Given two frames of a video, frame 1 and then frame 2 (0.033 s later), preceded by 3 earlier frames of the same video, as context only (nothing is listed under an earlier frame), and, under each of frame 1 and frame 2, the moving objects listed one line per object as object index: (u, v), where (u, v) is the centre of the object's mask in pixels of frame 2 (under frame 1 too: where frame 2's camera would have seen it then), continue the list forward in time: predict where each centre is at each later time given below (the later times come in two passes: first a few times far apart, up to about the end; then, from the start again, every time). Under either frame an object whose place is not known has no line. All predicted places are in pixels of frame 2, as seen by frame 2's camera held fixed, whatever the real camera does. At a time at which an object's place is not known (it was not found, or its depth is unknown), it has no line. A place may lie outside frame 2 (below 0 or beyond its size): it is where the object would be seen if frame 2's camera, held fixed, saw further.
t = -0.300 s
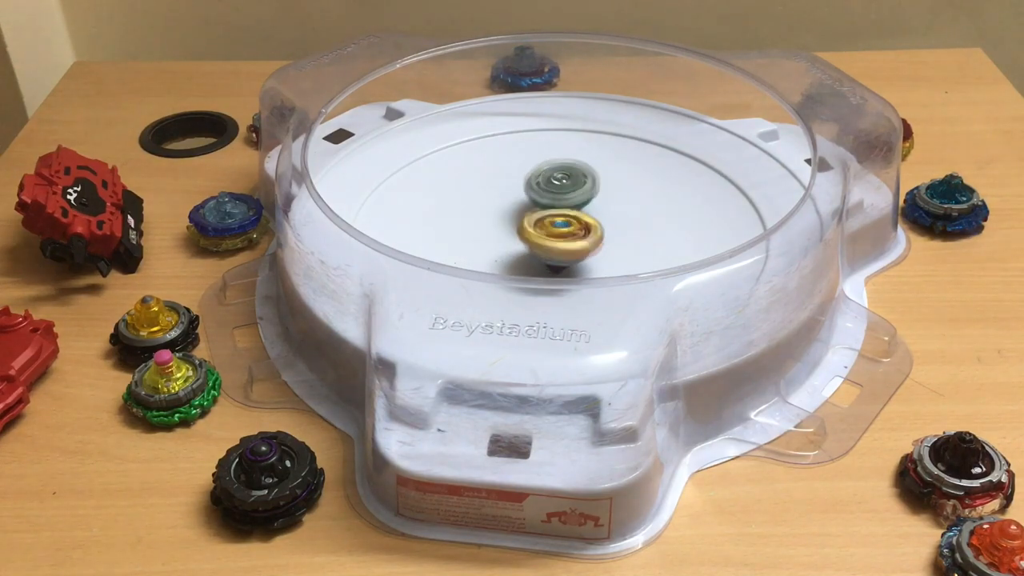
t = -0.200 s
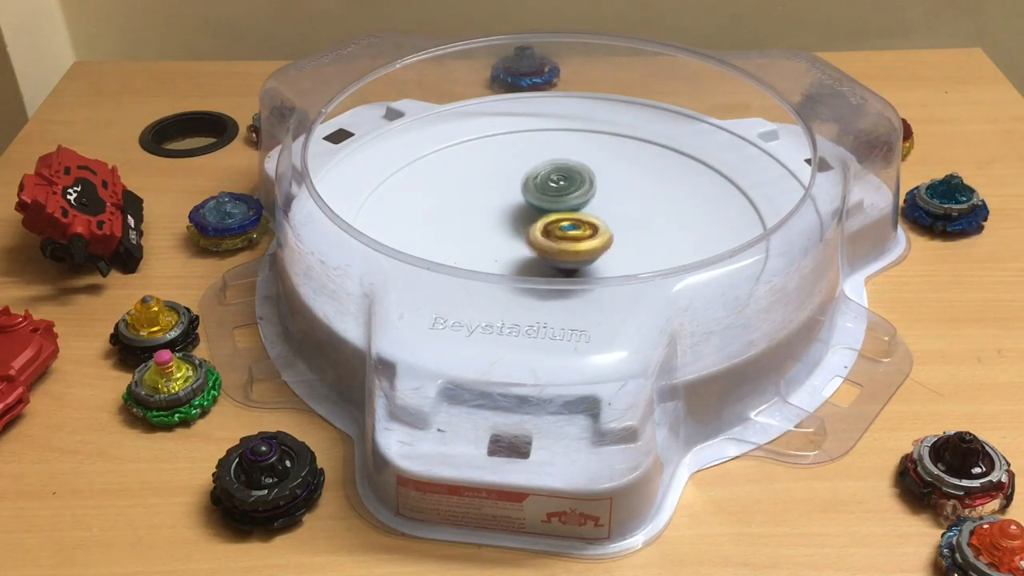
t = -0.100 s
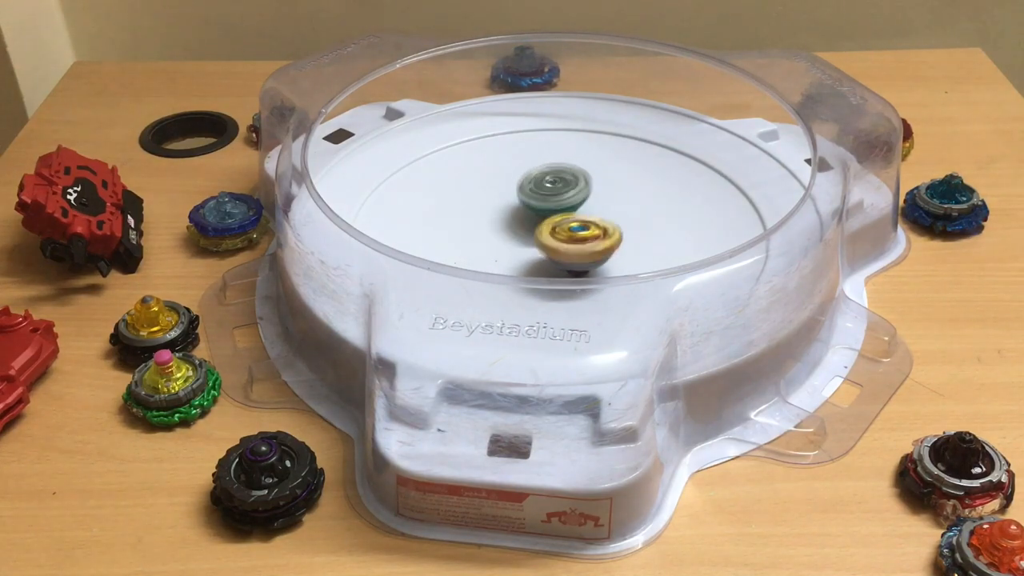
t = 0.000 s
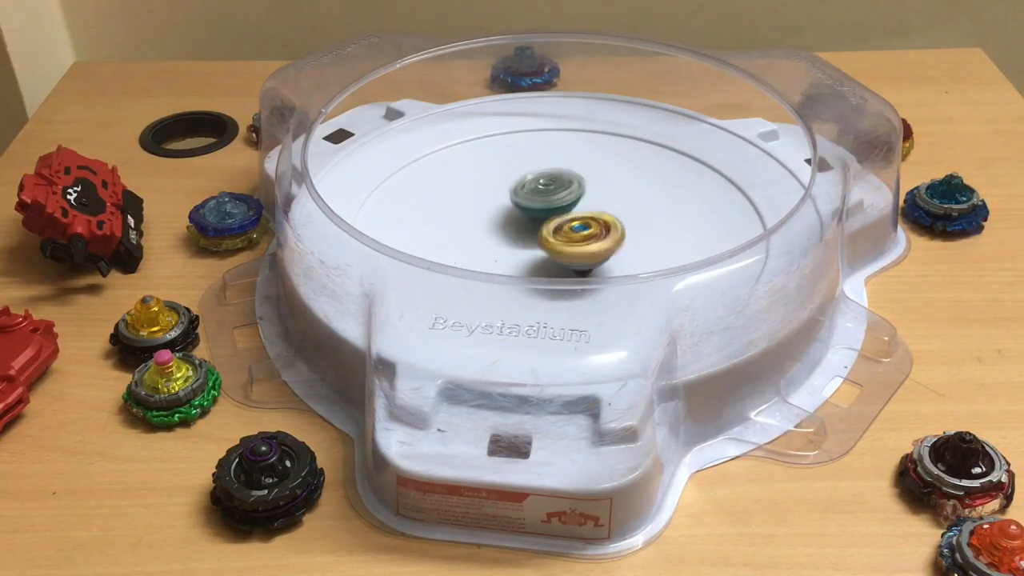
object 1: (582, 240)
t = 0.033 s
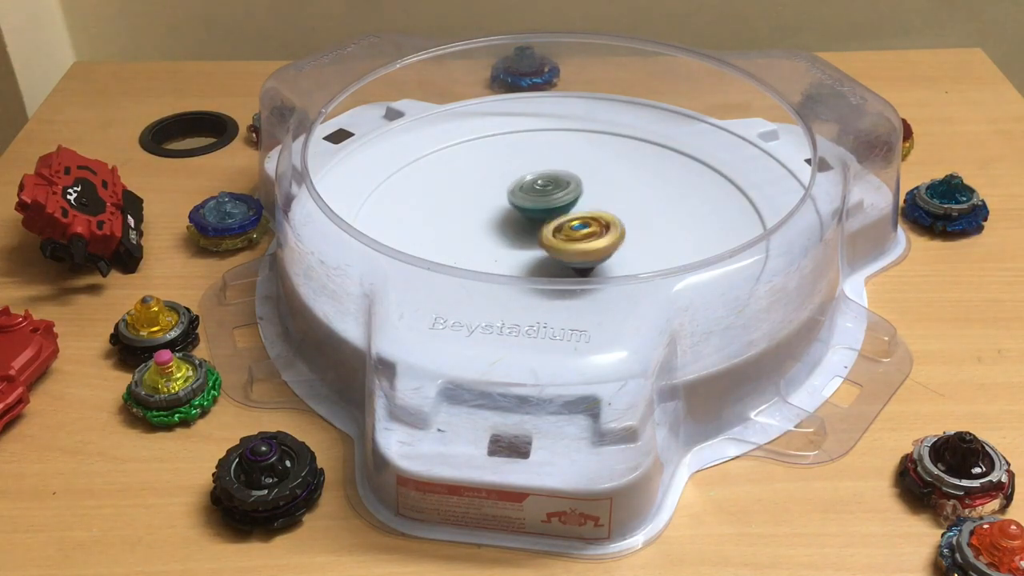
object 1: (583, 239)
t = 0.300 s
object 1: (578, 230)
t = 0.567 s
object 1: (571, 230)
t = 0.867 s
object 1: (569, 242)
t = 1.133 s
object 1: (566, 241)
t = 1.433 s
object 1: (577, 240)
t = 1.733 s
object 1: (575, 227)
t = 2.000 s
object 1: (585, 217)
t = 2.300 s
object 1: (580, 214)
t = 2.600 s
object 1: (587, 218)
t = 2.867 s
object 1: (584, 232)
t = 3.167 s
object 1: (586, 229)
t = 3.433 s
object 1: (580, 217)
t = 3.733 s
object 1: (556, 208)
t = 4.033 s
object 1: (550, 212)
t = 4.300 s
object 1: (568, 211)
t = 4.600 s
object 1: (570, 211)
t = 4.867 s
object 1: (549, 229)
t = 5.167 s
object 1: (530, 215)
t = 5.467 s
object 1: (522, 195)
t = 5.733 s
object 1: (513, 202)
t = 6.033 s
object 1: (516, 205)
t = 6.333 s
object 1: (515, 205)
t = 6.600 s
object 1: (515, 205)
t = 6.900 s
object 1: (515, 205)
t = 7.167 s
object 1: (515, 205)
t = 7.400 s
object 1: (515, 205)
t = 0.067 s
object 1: (583, 236)
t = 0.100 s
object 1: (582, 235)
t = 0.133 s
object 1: (582, 233)
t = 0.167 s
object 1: (584, 232)
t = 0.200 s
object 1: (582, 232)
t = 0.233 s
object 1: (580, 231)
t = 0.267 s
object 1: (580, 230)
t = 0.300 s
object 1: (578, 230)
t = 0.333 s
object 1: (577, 230)
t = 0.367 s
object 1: (579, 229)
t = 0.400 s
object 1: (580, 228)
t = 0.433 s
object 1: (578, 228)
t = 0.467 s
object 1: (576, 229)
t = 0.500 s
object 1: (576, 229)
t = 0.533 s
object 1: (574, 230)
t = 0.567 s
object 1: (571, 230)
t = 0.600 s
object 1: (571, 231)
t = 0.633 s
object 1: (569, 231)
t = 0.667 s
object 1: (566, 232)
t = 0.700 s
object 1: (568, 235)
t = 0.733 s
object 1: (569, 237)
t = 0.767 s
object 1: (568, 239)
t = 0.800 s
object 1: (568, 240)
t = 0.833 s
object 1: (569, 240)
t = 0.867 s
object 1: (569, 242)
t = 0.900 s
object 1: (569, 242)
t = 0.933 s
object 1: (569, 242)
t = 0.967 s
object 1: (568, 242)
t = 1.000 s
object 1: (568, 242)
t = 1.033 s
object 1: (567, 242)
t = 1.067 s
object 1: (567, 242)
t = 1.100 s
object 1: (566, 242)
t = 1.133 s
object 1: (566, 241)
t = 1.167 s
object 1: (565, 241)
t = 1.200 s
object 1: (568, 241)
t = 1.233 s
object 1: (569, 241)
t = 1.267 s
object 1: (568, 240)
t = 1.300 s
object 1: (569, 241)
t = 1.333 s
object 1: (573, 241)
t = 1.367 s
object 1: (574, 241)
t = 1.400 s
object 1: (575, 240)
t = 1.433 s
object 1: (577, 240)
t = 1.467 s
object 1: (577, 239)
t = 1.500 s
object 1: (576, 238)
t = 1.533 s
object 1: (576, 236)
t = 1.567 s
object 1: (578, 235)
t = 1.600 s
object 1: (576, 232)
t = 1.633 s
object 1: (574, 232)
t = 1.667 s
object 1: (575, 230)
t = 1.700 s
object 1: (575, 228)
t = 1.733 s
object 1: (575, 227)
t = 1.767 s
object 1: (577, 226)
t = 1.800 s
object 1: (581, 225)
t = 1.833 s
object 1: (582, 224)
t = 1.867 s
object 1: (583, 222)
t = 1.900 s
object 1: (586, 220)
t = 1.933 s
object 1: (587, 219)
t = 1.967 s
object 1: (586, 218)
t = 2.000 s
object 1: (585, 217)
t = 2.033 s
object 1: (586, 215)
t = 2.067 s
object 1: (583, 215)
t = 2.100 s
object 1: (580, 214)
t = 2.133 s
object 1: (578, 214)
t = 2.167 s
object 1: (578, 214)
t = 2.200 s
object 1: (577, 214)
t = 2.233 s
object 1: (575, 214)
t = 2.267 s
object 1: (578, 214)
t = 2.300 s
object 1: (580, 214)
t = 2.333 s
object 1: (581, 213)
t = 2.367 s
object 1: (584, 213)
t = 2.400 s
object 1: (585, 213)
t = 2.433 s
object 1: (586, 213)
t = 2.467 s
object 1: (586, 213)
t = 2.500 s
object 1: (588, 215)
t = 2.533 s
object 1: (591, 215)
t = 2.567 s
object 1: (589, 217)
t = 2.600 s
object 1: (587, 218)
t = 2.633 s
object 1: (586, 220)
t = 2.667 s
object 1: (586, 221)
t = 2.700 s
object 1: (584, 222)
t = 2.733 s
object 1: (582, 224)
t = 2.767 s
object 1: (583, 226)
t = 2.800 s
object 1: (585, 229)
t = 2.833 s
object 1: (585, 231)
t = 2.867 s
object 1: (584, 232)
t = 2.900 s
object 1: (585, 232)
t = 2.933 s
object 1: (586, 232)
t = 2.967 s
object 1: (587, 231)
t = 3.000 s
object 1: (589, 230)
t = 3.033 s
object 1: (592, 231)
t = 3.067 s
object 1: (593, 231)
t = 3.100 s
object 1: (590, 231)
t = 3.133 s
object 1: (587, 230)
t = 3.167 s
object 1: (586, 229)
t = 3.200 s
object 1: (584, 228)
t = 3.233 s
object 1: (584, 227)
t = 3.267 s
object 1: (584, 226)
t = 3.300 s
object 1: (583, 224)
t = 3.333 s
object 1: (584, 224)
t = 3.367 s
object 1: (583, 221)
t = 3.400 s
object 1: (581, 219)
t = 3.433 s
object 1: (580, 217)
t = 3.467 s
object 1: (580, 214)
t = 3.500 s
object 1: (578, 213)
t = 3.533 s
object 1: (574, 213)
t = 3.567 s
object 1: (570, 212)
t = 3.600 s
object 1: (566, 210)
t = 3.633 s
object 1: (566, 208)
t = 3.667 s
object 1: (563, 207)
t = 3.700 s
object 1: (559, 206)
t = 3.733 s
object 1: (556, 208)
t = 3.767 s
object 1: (555, 207)
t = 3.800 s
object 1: (553, 207)
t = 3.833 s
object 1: (551, 207)
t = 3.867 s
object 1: (550, 208)
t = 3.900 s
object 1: (550, 209)
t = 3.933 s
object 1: (550, 210)
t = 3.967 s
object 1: (550, 210)
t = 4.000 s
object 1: (551, 212)
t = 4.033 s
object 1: (550, 212)
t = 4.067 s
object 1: (550, 212)
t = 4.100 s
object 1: (553, 213)
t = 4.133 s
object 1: (557, 213)
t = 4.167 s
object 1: (558, 214)
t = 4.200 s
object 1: (557, 213)
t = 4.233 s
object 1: (561, 211)
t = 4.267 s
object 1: (565, 210)
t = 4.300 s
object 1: (568, 211)
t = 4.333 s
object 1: (567, 212)
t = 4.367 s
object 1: (569, 211)
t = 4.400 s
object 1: (572, 211)
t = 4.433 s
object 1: (575, 213)
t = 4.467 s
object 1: (576, 212)
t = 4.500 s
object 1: (573, 212)
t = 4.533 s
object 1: (575, 212)
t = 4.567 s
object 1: (577, 212)
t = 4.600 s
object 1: (570, 211)
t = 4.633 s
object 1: (562, 209)
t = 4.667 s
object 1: (557, 211)
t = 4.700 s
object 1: (552, 218)
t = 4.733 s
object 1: (554, 219)
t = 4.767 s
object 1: (554, 219)
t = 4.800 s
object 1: (553, 223)
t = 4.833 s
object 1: (551, 225)
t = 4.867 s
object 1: (549, 229)
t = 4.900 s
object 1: (544, 230)
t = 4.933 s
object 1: (542, 232)
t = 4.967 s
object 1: (543, 230)
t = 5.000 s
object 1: (545, 225)
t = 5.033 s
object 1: (546, 220)
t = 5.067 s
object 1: (542, 223)
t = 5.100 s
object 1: (537, 223)
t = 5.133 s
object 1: (534, 219)
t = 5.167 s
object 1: (530, 215)
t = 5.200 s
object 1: (530, 209)
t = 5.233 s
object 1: (528, 203)
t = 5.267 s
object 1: (525, 200)
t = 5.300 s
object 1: (525, 199)
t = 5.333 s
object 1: (524, 196)
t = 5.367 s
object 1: (524, 194)
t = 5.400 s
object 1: (523, 195)
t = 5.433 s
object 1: (522, 195)
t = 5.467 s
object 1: (522, 195)
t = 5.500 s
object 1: (522, 194)
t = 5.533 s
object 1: (521, 194)
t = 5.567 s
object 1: (519, 194)
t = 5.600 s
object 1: (518, 195)
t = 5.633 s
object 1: (515, 198)
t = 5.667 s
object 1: (513, 199)
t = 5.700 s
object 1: (513, 200)
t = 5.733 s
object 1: (513, 202)
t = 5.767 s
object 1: (514, 204)
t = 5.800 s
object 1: (514, 205)
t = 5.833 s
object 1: (515, 205)
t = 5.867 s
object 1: (516, 205)
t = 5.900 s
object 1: (516, 205)
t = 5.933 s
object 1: (516, 205)
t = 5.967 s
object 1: (516, 205)
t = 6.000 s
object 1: (516, 205)
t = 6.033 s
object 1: (516, 205)
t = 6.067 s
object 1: (515, 205)
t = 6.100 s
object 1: (515, 206)
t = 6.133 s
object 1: (515, 205)
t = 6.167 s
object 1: (515, 205)
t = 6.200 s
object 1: (515, 205)
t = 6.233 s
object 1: (515, 205)
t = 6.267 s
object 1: (515, 205)
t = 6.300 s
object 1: (515, 205)
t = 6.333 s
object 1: (515, 205)
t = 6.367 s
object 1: (515, 205)
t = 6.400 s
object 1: (515, 205)
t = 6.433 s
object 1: (515, 205)
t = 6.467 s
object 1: (515, 205)
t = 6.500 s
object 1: (515, 205)
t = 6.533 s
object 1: (515, 205)
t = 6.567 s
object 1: (515, 205)
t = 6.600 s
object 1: (515, 205)
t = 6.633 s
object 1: (515, 205)
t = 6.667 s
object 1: (515, 205)
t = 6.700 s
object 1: (515, 205)
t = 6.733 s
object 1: (515, 205)
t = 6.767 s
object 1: (515, 205)
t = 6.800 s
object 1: (515, 205)
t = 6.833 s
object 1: (515, 205)
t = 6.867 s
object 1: (515, 205)
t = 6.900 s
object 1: (515, 205)
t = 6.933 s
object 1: (515, 205)
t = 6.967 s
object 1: (515, 205)
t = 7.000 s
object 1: (515, 205)
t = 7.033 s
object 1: (515, 205)
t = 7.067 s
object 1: (515, 205)
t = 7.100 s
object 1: (515, 205)
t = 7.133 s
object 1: (515, 205)
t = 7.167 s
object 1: (515, 205)
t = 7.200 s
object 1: (515, 205)
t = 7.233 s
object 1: (515, 205)
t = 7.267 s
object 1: (515, 205)
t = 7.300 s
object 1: (515, 205)
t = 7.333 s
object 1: (515, 205)
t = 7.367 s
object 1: (515, 205)
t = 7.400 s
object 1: (515, 205)
